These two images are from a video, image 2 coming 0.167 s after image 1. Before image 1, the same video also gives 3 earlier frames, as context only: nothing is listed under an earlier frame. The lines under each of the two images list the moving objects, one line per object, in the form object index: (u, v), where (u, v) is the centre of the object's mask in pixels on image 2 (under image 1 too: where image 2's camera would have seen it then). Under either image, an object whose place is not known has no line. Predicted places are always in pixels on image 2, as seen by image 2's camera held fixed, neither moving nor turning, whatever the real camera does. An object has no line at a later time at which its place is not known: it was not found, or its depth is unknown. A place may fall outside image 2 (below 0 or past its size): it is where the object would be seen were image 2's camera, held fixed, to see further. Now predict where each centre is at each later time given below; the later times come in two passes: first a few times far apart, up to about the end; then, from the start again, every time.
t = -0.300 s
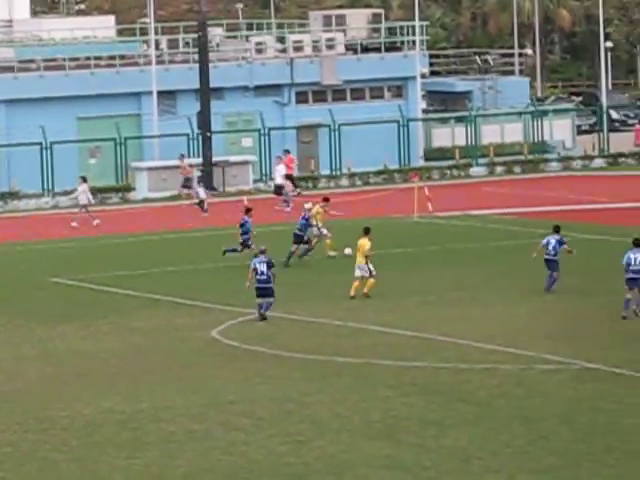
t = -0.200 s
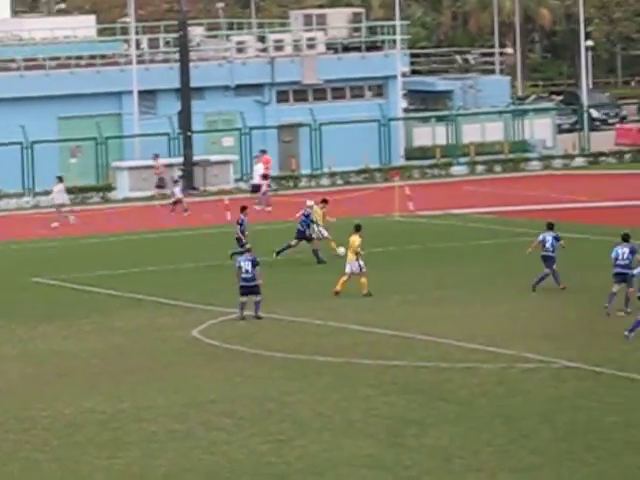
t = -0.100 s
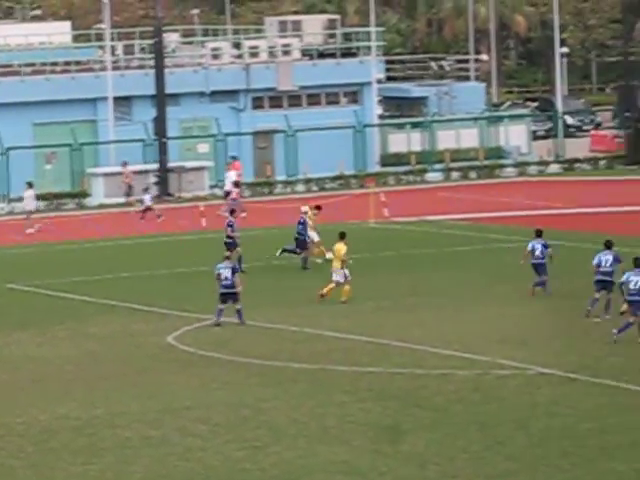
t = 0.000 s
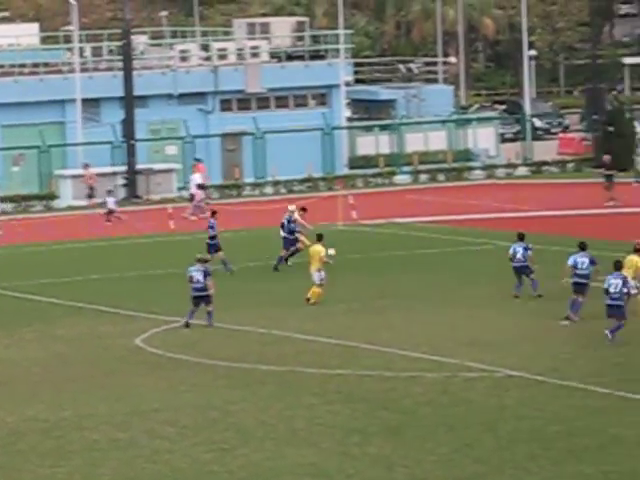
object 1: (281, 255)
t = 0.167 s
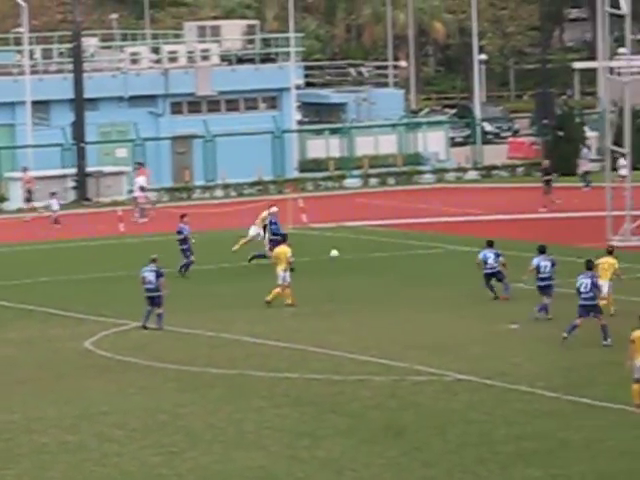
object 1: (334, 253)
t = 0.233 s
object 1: (354, 256)
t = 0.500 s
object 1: (431, 284)
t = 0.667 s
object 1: (467, 292)
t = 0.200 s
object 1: (344, 254)
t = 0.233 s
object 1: (354, 256)
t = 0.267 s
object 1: (364, 258)
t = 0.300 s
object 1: (374, 260)
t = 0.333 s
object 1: (384, 263)
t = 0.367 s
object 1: (393, 266)
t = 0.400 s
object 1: (403, 270)
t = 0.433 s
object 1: (412, 274)
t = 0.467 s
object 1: (421, 279)
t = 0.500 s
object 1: (431, 284)
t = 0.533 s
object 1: (440, 291)
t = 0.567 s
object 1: (449, 297)
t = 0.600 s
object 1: (455, 297)
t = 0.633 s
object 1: (461, 294)
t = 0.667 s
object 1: (467, 292)
